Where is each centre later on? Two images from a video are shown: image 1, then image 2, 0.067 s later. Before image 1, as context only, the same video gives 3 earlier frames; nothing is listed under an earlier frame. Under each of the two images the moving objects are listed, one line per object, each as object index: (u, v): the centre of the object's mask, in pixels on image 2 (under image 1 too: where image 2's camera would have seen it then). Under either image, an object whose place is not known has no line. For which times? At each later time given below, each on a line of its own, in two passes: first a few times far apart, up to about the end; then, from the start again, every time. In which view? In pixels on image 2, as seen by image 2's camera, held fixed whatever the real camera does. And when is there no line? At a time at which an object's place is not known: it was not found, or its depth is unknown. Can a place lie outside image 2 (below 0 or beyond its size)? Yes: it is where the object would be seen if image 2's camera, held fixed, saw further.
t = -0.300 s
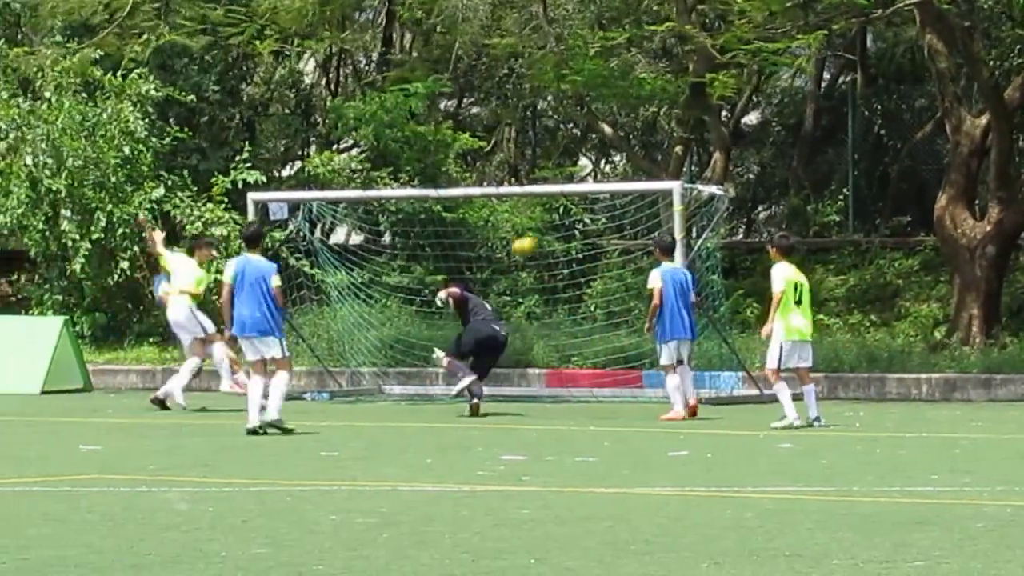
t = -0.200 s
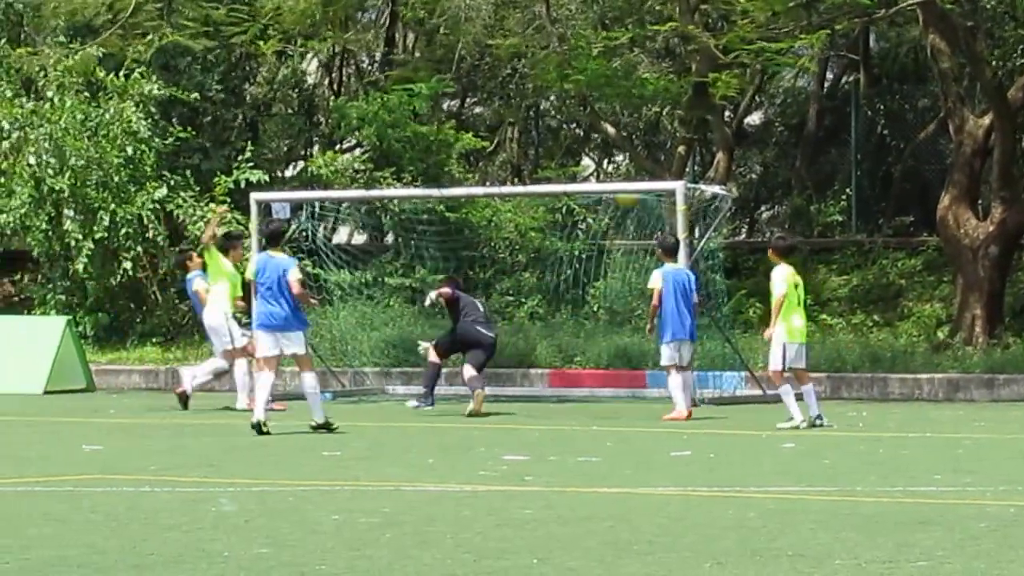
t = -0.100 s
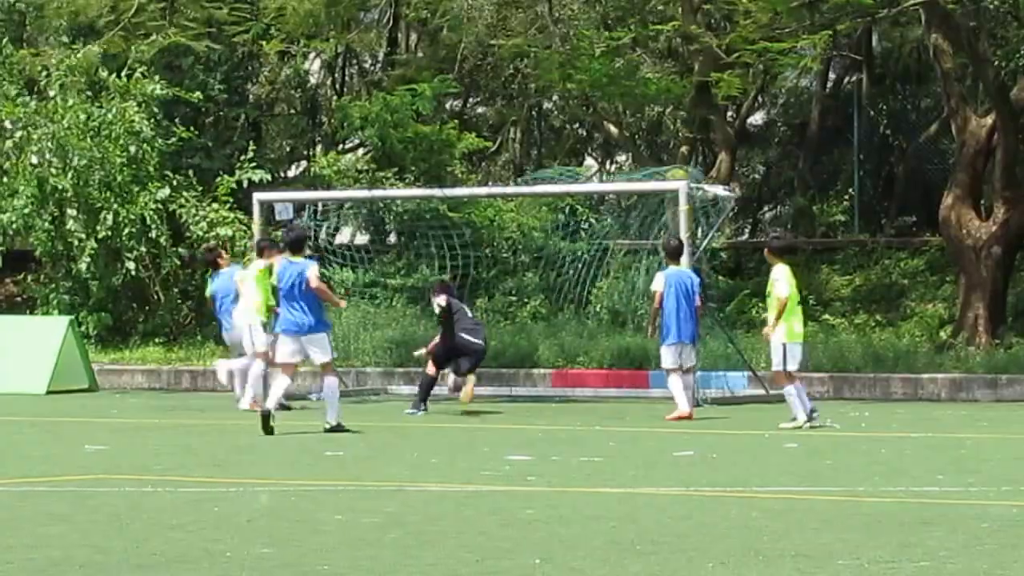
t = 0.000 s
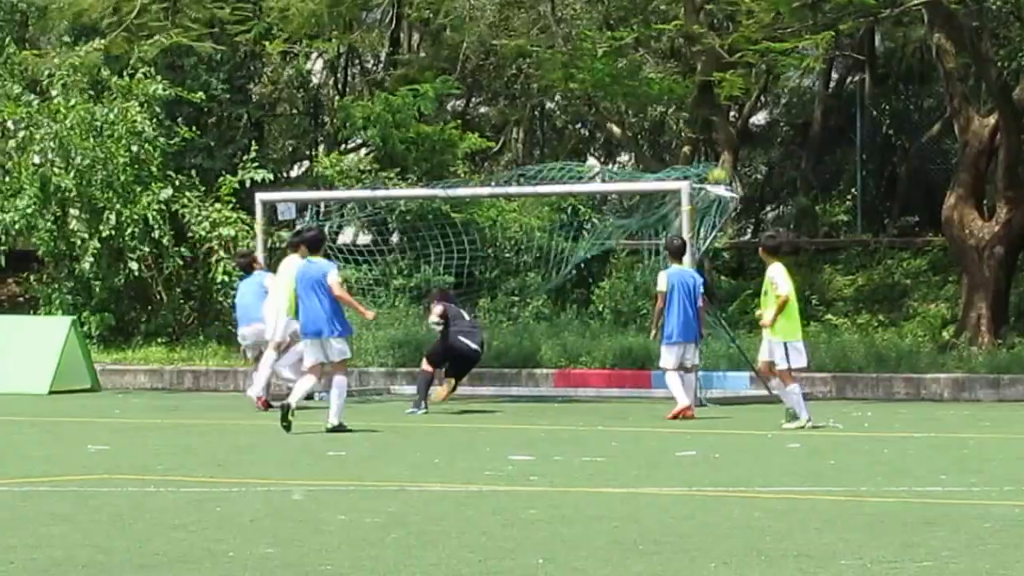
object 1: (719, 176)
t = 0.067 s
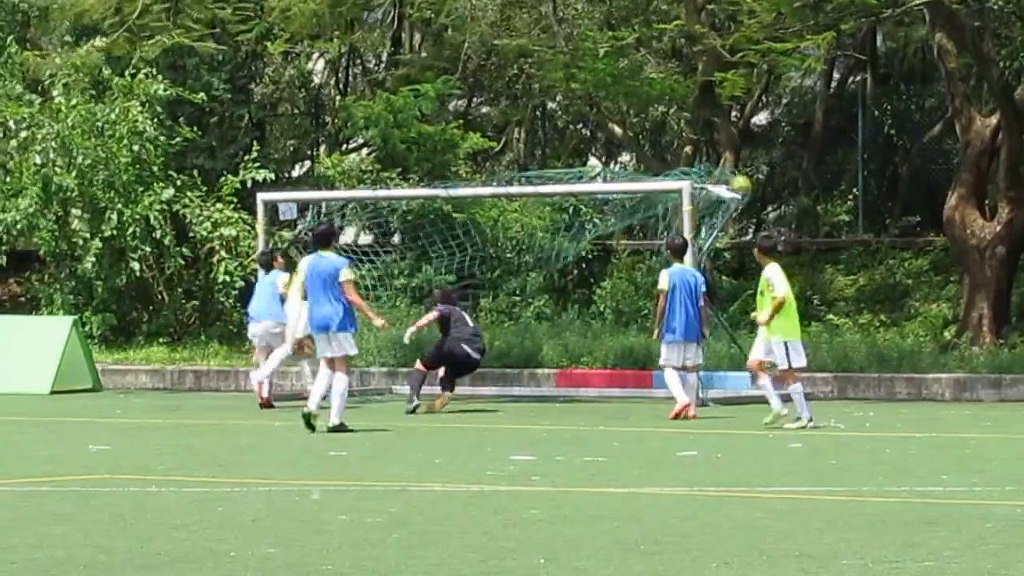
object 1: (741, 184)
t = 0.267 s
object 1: (783, 235)
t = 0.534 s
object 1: (812, 358)
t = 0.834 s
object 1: (799, 301)
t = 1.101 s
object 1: (782, 267)
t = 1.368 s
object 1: (767, 307)
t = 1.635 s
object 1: (755, 383)
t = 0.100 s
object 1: (749, 190)
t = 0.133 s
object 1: (758, 198)
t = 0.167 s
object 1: (764, 206)
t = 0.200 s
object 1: (770, 215)
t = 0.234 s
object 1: (777, 226)
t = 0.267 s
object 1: (783, 235)
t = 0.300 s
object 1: (787, 249)
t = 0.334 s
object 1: (794, 262)
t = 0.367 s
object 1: (798, 276)
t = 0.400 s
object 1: (801, 291)
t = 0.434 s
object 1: (804, 306)
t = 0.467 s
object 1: (807, 323)
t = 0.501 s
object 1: (810, 340)
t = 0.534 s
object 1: (812, 358)
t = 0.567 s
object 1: (814, 378)
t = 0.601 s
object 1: (816, 389)
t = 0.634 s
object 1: (813, 374)
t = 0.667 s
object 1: (810, 359)
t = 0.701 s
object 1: (808, 345)
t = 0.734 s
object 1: (806, 331)
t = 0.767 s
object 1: (803, 320)
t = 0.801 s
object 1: (801, 311)
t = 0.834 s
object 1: (799, 301)
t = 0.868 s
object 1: (797, 293)
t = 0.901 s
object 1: (794, 285)
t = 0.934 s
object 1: (792, 279)
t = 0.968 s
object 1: (789, 274)
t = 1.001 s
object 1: (788, 271)
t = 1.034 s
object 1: (786, 268)
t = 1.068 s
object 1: (784, 267)
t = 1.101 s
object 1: (782, 267)
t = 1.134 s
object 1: (780, 267)
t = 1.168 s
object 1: (778, 269)
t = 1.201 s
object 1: (776, 273)
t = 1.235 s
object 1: (774, 278)
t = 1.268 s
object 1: (772, 283)
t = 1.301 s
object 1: (770, 290)
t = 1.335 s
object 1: (769, 297)
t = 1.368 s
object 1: (767, 307)
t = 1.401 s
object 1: (765, 317)
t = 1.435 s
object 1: (764, 328)
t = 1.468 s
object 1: (763, 341)
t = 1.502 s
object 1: (761, 355)
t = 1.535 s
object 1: (760, 370)
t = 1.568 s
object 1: (758, 387)
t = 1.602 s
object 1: (757, 396)
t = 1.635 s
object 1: (755, 383)
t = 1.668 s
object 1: (754, 370)
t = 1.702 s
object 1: (752, 358)
